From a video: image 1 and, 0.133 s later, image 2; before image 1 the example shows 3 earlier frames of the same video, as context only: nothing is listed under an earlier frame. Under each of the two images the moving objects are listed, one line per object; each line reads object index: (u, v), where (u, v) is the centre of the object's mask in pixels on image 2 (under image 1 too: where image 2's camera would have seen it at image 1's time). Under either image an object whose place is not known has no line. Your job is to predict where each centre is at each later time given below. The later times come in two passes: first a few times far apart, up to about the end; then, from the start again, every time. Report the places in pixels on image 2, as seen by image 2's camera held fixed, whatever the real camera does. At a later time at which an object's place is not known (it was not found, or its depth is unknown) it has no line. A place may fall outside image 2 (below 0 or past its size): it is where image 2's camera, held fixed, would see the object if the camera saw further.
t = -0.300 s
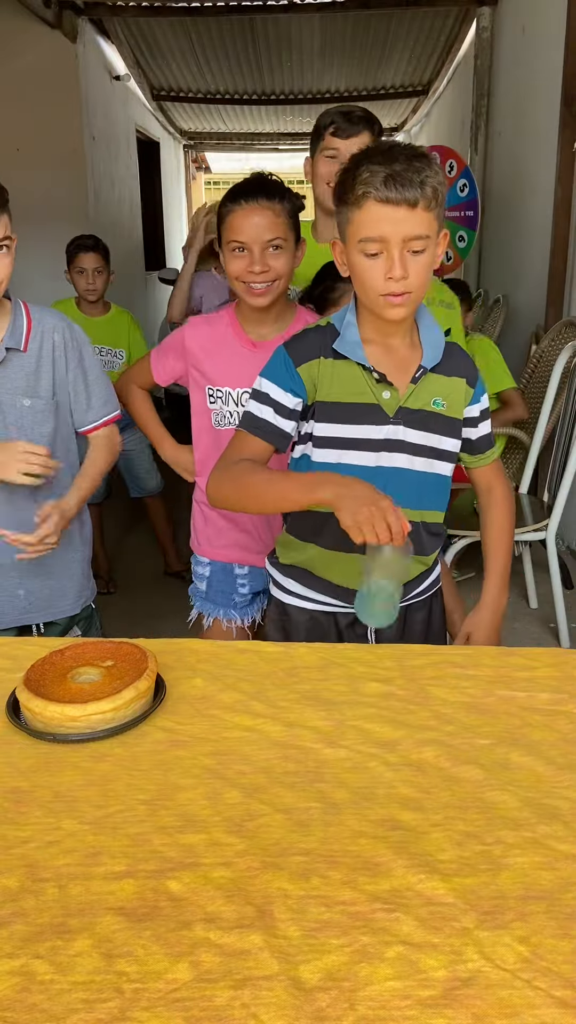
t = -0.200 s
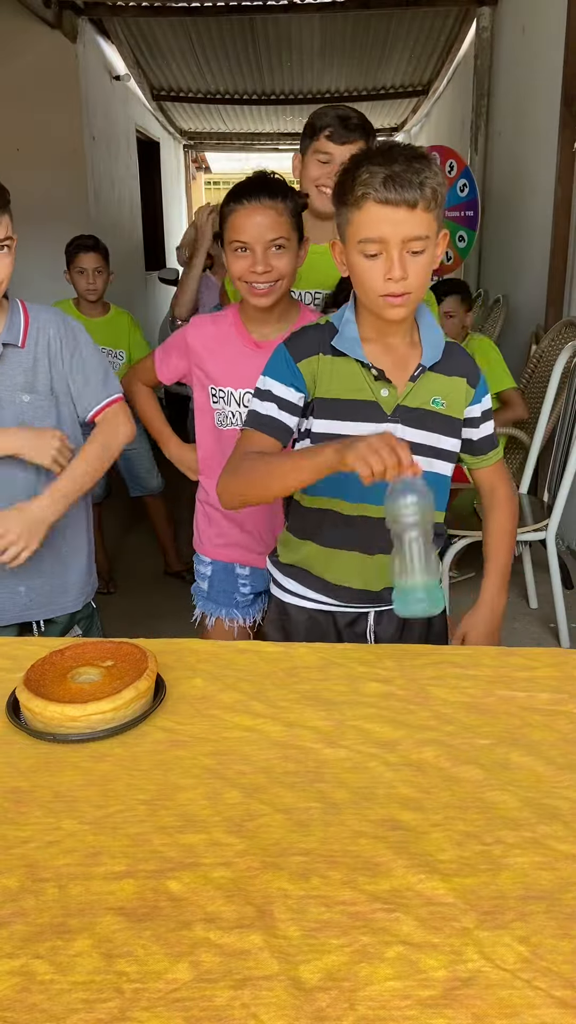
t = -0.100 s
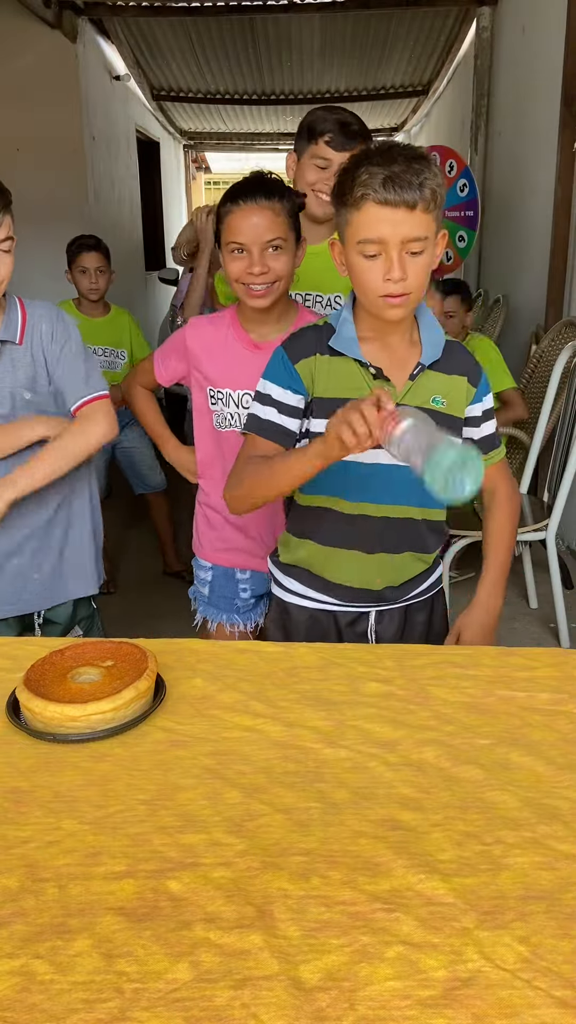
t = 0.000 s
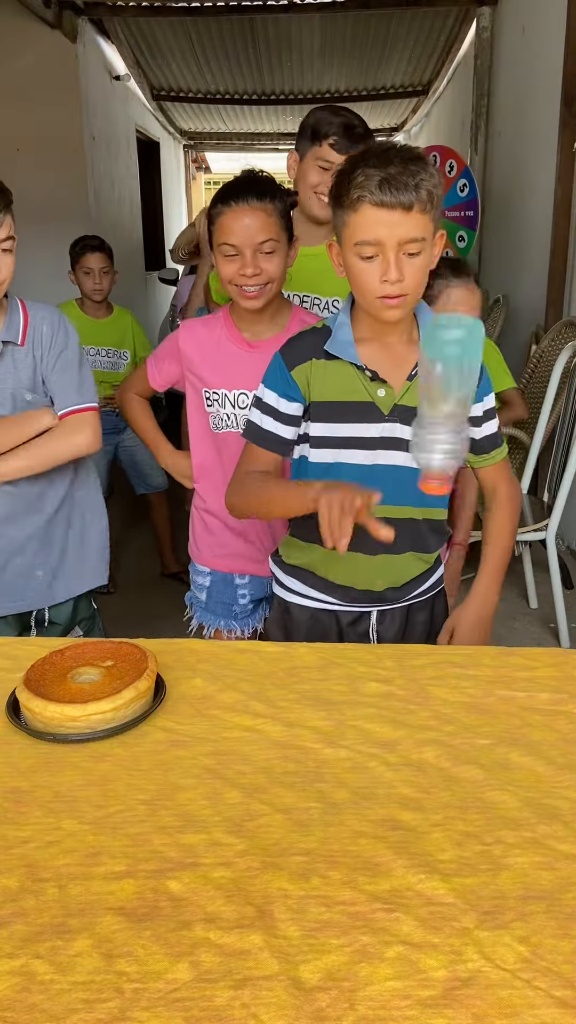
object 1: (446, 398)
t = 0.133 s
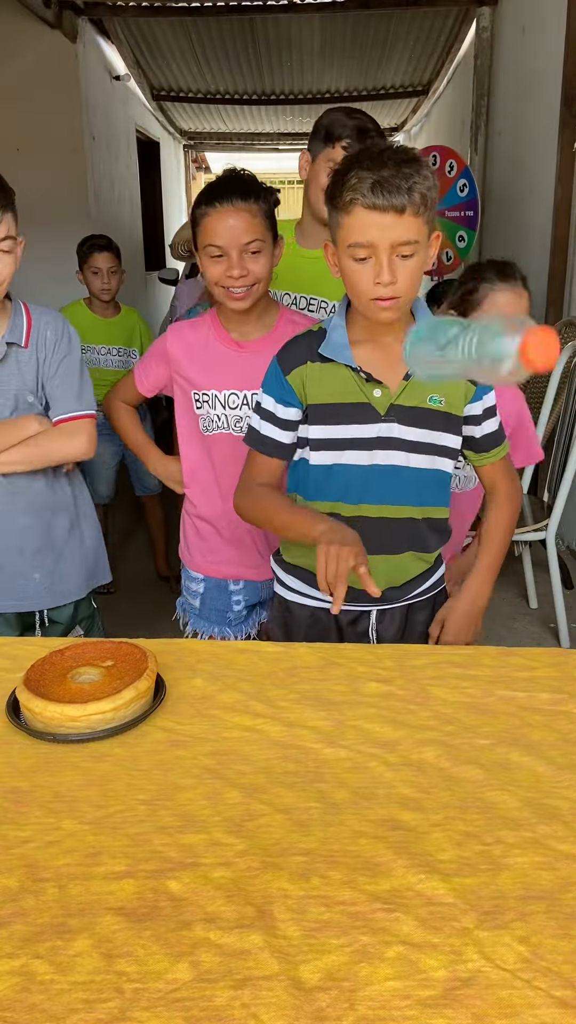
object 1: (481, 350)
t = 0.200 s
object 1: (471, 371)
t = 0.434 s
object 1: (430, 761)
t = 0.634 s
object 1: (412, 770)
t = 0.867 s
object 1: (411, 770)
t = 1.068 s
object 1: (414, 770)
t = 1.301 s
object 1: (415, 770)
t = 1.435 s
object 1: (414, 770)
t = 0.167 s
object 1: (478, 351)
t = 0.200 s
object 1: (471, 371)
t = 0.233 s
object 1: (464, 413)
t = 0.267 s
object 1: (457, 468)
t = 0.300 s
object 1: (450, 535)
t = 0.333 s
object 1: (444, 603)
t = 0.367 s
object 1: (438, 686)
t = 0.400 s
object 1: (434, 745)
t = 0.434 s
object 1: (430, 761)
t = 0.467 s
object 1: (424, 771)
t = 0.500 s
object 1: (419, 769)
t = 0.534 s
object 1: (416, 769)
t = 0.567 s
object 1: (415, 769)
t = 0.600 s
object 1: (414, 770)
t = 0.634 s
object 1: (412, 770)
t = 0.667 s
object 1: (410, 770)
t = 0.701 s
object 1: (411, 771)
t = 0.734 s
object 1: (411, 770)
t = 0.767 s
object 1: (411, 770)
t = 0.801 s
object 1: (411, 770)
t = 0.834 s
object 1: (411, 770)
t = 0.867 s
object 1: (411, 770)
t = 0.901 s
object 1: (411, 770)
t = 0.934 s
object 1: (412, 770)
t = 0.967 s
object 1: (413, 770)
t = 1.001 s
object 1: (414, 769)
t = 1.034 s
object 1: (414, 770)
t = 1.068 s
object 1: (414, 770)
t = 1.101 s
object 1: (414, 769)
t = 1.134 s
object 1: (414, 770)
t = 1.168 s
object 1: (414, 770)
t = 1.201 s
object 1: (415, 770)
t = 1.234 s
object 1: (415, 770)
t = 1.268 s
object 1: (415, 770)
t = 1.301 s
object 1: (415, 770)
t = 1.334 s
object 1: (415, 770)
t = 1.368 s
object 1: (414, 770)
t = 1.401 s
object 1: (414, 770)
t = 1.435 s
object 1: (414, 770)
